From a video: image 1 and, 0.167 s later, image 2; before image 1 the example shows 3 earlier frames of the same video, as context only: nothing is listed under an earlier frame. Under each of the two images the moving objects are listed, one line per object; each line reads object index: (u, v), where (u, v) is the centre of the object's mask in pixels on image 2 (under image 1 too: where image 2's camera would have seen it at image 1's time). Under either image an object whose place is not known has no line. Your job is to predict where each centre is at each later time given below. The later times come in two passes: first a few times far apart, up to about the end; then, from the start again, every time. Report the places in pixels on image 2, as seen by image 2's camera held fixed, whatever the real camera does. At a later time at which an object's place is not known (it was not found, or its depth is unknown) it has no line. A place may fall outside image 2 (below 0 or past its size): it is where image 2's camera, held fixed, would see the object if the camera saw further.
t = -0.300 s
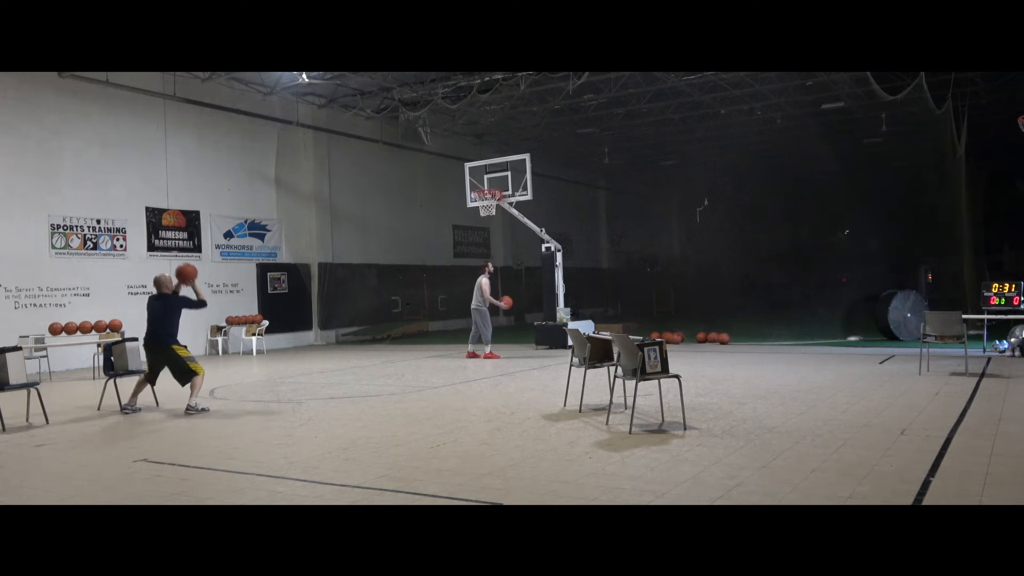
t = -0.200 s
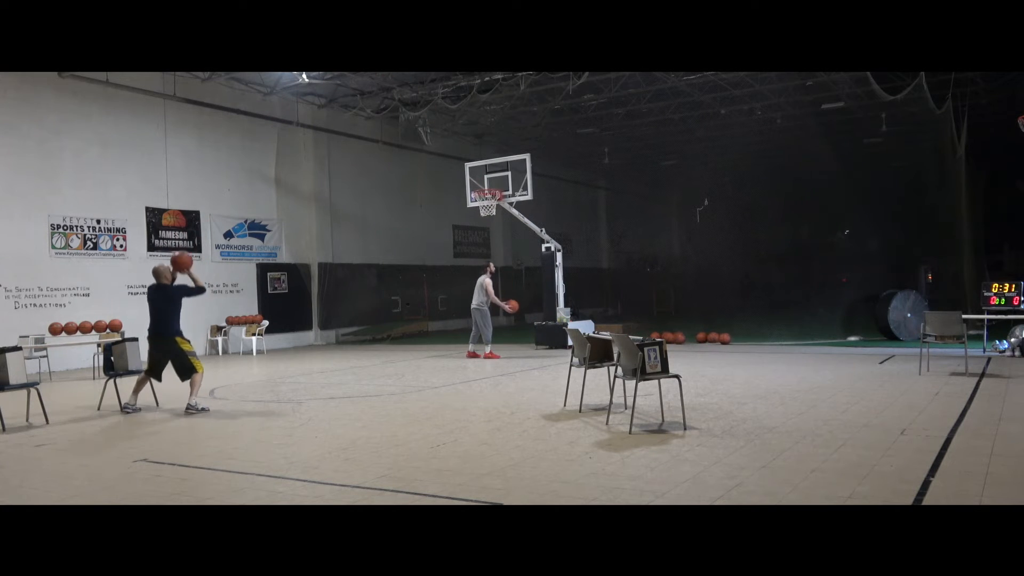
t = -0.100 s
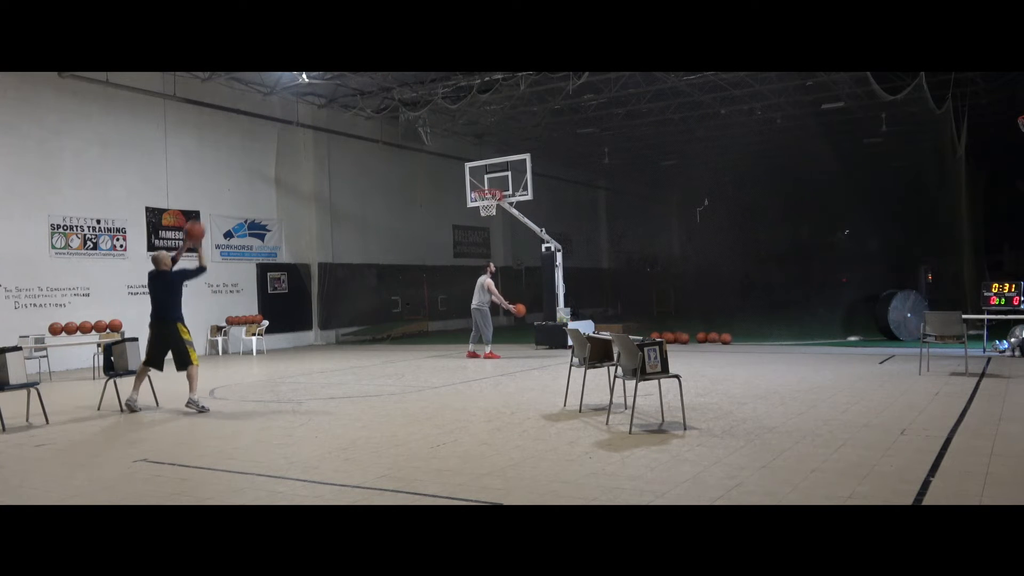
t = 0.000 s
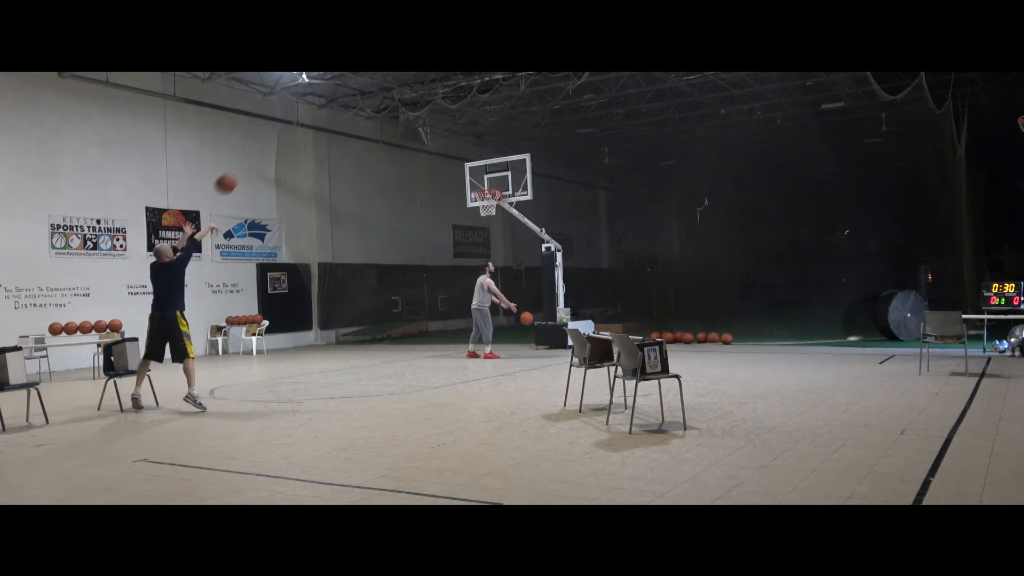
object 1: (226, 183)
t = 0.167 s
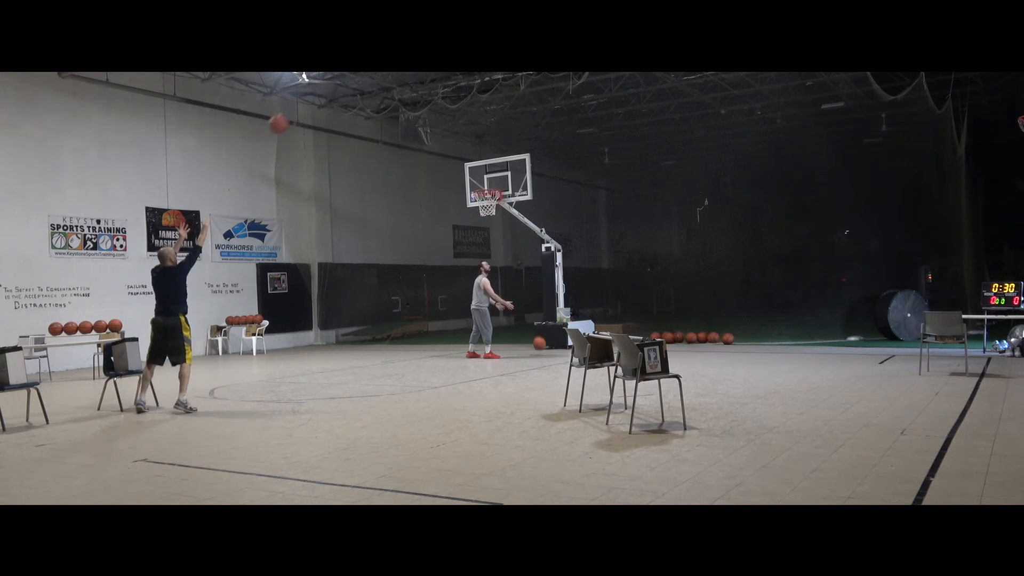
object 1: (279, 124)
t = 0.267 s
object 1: (307, 102)
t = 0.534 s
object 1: (373, 83)
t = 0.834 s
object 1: (433, 115)
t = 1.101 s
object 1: (480, 178)
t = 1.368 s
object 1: (496, 211)
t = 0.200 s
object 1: (288, 115)
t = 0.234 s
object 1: (298, 108)
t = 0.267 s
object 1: (307, 102)
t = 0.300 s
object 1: (316, 96)
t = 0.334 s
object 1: (324, 92)
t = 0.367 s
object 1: (332, 89)
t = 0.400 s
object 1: (341, 86)
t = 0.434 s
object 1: (349, 84)
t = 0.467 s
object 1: (357, 83)
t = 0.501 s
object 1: (365, 83)
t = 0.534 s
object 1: (373, 83)
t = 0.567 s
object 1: (380, 84)
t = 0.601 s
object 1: (387, 86)
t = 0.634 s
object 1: (393, 88)
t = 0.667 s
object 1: (401, 92)
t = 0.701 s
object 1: (407, 95)
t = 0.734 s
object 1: (414, 99)
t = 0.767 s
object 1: (420, 103)
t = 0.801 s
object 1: (427, 109)
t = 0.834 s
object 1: (433, 115)
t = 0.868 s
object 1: (439, 121)
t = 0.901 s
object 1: (445, 128)
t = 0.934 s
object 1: (452, 135)
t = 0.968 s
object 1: (457, 143)
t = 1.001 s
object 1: (463, 151)
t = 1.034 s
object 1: (468, 159)
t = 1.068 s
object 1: (475, 169)
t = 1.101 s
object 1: (480, 178)
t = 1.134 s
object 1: (485, 187)
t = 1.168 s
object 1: (487, 198)
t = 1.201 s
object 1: (494, 205)
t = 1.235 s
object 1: (494, 203)
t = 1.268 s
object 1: (495, 204)
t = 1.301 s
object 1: (496, 205)
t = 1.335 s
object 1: (495, 209)
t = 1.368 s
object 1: (496, 211)
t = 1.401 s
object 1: (496, 215)
